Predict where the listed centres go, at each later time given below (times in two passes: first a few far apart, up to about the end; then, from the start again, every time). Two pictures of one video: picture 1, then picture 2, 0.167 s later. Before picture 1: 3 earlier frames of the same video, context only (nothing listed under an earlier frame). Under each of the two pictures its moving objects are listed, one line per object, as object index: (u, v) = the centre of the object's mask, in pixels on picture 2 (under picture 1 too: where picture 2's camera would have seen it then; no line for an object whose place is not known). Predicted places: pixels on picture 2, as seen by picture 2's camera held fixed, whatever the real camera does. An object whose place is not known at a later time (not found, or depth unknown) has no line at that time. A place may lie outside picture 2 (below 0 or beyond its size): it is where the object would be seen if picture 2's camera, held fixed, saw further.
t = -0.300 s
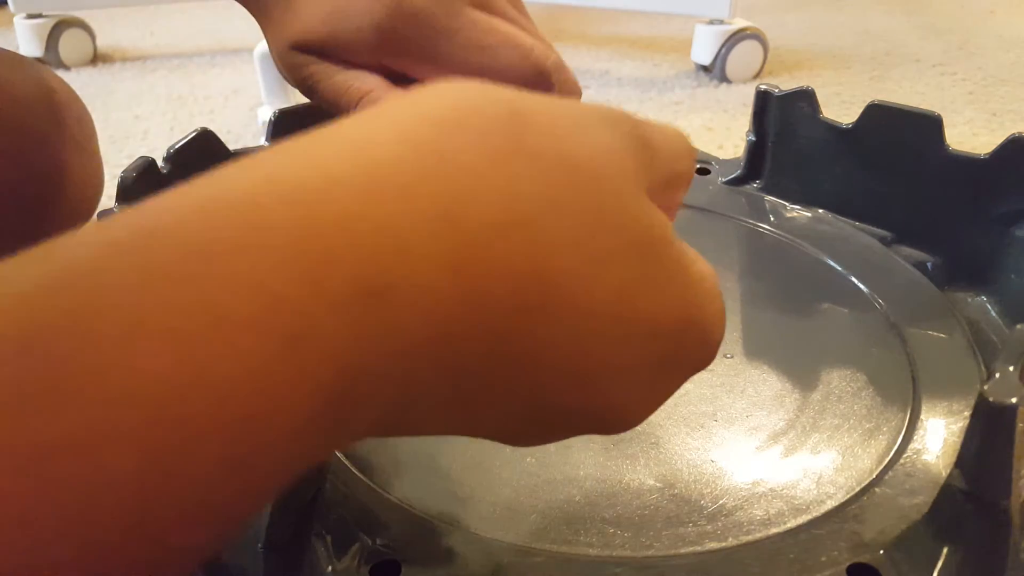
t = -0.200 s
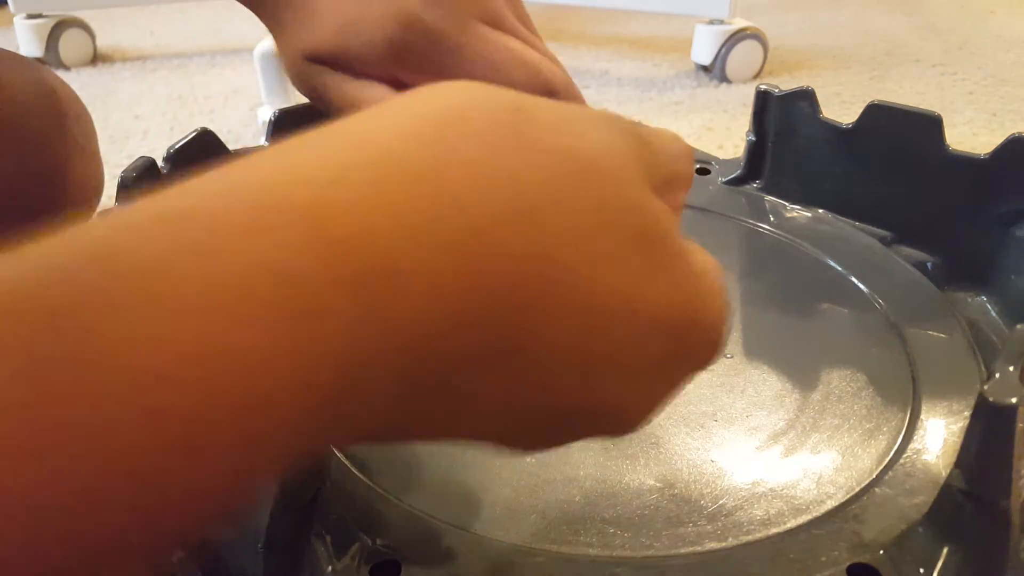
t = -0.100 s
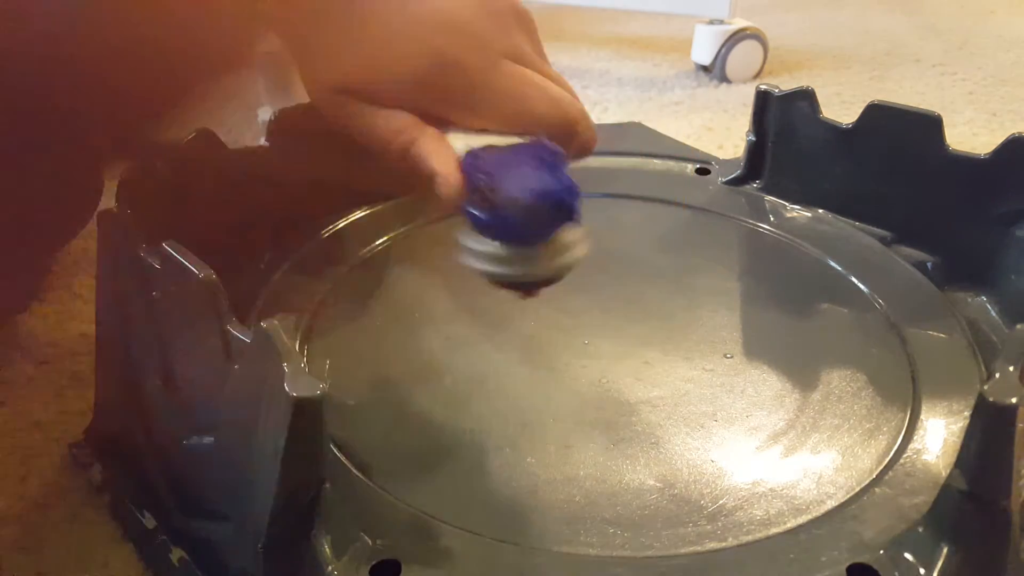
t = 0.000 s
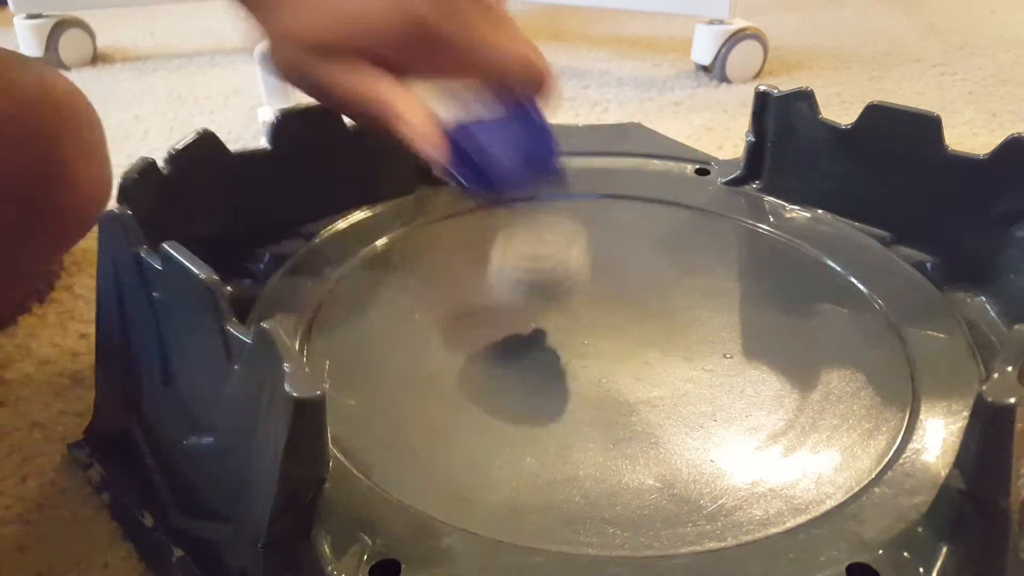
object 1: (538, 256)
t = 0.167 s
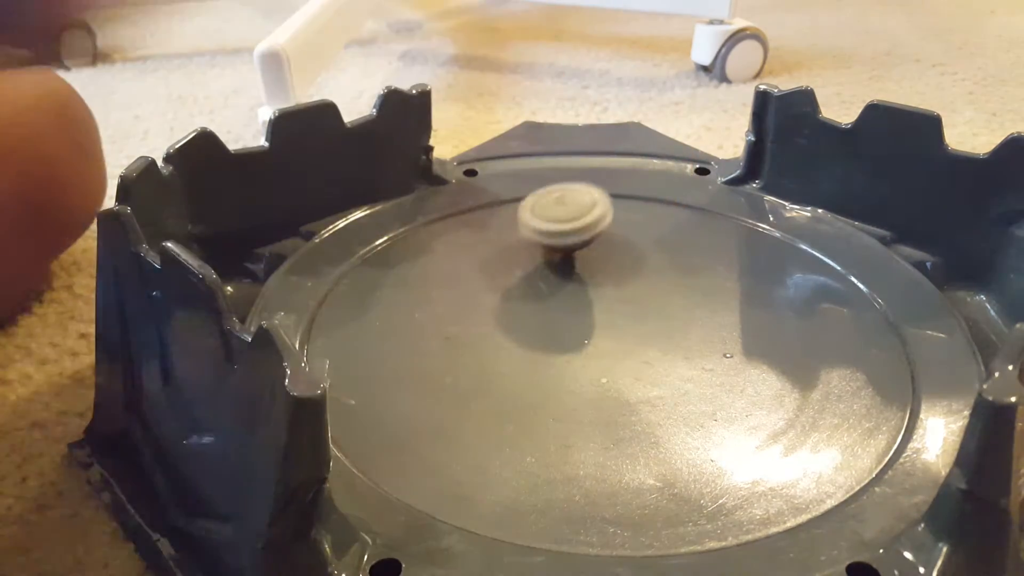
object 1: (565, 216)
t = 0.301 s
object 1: (558, 240)
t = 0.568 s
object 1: (610, 351)
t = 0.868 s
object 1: (808, 401)
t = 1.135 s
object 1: (839, 335)
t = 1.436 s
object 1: (645, 306)
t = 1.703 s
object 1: (505, 338)
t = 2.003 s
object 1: (418, 405)
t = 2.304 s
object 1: (517, 415)
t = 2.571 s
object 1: (542, 339)
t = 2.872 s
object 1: (514, 266)
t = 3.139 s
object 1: (464, 241)
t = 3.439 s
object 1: (455, 256)
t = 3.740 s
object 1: (559, 274)
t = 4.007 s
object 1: (639, 248)
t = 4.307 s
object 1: (654, 239)
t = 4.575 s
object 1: (651, 250)
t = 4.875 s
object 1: (651, 290)
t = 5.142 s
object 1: (678, 333)
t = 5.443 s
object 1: (688, 358)
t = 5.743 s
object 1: (659, 362)
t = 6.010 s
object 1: (582, 350)
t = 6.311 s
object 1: (507, 337)
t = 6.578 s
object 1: (488, 323)
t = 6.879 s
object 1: (498, 298)
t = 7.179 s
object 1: (519, 272)
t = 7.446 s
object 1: (543, 260)
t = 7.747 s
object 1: (576, 257)
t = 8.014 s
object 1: (614, 260)
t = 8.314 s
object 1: (638, 274)
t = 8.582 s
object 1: (657, 300)
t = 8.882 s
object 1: (672, 328)
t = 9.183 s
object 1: (660, 338)
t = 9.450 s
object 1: (625, 336)
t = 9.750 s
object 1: (564, 317)
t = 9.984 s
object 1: (511, 295)
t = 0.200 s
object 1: (567, 215)
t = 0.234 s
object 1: (567, 220)
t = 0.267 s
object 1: (564, 228)
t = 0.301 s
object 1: (558, 240)
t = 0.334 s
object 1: (554, 255)
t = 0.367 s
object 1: (552, 270)
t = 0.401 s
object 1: (554, 284)
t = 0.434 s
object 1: (559, 298)
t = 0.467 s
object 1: (568, 312)
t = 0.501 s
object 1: (581, 325)
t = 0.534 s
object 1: (594, 337)
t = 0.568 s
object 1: (610, 351)
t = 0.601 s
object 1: (626, 362)
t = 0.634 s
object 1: (644, 374)
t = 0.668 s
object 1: (665, 384)
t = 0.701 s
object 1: (688, 393)
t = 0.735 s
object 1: (714, 399)
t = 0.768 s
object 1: (739, 402)
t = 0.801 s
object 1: (762, 404)
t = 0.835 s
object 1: (787, 403)
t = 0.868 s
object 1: (808, 401)
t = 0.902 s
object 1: (827, 398)
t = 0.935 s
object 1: (843, 392)
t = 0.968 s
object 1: (853, 383)
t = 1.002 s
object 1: (859, 374)
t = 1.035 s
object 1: (861, 364)
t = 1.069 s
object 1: (858, 354)
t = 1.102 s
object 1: (851, 344)
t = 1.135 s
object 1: (839, 335)
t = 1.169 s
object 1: (825, 327)
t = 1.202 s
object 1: (808, 320)
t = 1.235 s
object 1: (788, 314)
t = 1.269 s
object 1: (765, 308)
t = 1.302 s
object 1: (741, 306)
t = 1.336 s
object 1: (717, 304)
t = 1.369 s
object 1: (693, 304)
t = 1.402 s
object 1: (667, 304)
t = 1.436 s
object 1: (645, 306)
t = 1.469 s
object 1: (624, 308)
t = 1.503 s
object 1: (606, 311)
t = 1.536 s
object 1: (586, 315)
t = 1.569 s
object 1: (570, 319)
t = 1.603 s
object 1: (552, 324)
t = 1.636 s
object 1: (536, 329)
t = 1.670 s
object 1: (521, 333)
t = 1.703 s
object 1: (505, 338)
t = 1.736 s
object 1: (490, 345)
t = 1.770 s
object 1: (474, 351)
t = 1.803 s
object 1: (461, 358)
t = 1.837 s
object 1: (449, 364)
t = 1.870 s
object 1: (439, 372)
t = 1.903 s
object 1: (430, 380)
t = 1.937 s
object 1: (423, 388)
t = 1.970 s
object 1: (419, 397)
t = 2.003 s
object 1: (418, 405)
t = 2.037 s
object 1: (420, 413)
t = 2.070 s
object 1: (425, 418)
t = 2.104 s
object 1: (434, 425)
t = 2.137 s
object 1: (444, 428)
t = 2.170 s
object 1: (457, 428)
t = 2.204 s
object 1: (471, 426)
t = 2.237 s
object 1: (486, 424)
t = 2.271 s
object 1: (503, 421)
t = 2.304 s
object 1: (517, 415)
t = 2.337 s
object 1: (530, 408)
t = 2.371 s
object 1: (540, 399)
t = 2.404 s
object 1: (546, 390)
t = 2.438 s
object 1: (548, 379)
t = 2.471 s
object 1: (549, 369)
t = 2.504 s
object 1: (546, 358)
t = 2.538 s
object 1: (543, 348)
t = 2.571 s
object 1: (542, 339)
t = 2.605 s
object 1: (540, 330)
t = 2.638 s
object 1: (538, 320)
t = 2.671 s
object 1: (538, 312)
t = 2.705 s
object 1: (536, 303)
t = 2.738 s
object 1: (534, 294)
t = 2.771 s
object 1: (530, 286)
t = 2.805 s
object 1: (526, 279)
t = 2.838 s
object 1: (520, 272)
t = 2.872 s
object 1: (514, 266)
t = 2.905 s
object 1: (507, 261)
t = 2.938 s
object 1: (501, 256)
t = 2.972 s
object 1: (494, 252)
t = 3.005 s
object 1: (488, 249)
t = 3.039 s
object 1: (481, 247)
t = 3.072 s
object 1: (475, 244)
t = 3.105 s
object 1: (470, 242)
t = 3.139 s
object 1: (464, 241)
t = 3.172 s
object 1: (458, 240)
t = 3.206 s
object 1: (453, 240)
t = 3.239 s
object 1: (449, 239)
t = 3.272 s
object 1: (447, 240)
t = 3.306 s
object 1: (445, 241)
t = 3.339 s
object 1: (445, 243)
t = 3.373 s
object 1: (446, 246)
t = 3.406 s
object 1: (450, 250)
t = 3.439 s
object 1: (455, 256)
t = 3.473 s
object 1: (463, 259)
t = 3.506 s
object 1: (472, 263)
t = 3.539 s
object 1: (483, 268)
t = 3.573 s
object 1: (494, 270)
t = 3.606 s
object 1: (506, 272)
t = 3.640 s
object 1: (518, 274)
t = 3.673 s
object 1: (532, 274)
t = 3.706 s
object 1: (545, 275)
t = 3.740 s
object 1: (559, 274)
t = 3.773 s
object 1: (572, 273)
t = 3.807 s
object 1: (584, 270)
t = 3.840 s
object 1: (597, 267)
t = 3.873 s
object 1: (608, 264)
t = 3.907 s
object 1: (618, 259)
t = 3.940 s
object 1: (626, 256)
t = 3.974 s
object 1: (633, 251)
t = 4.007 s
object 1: (639, 248)
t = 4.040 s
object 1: (645, 245)
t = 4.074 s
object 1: (649, 242)
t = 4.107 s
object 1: (652, 240)
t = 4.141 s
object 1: (653, 239)
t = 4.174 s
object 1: (654, 238)
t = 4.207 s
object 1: (654, 238)
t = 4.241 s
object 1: (654, 238)
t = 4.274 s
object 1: (654, 238)
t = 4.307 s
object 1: (654, 239)
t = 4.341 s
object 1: (653, 239)
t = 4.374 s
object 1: (653, 240)
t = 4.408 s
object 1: (653, 241)
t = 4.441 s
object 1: (653, 242)
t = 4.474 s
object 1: (653, 244)
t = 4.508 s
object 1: (652, 245)
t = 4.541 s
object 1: (652, 248)
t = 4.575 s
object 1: (651, 250)
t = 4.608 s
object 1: (651, 253)
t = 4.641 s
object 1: (650, 257)
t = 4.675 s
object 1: (650, 261)
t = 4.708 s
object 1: (650, 265)
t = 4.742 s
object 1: (650, 270)
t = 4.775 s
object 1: (649, 274)
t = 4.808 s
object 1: (649, 280)
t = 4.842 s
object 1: (650, 285)
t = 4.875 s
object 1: (651, 290)
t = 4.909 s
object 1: (652, 296)
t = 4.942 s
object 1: (654, 301)
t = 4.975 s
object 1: (655, 307)
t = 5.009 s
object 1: (658, 313)
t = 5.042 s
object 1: (663, 318)
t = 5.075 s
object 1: (668, 323)
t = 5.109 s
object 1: (673, 329)
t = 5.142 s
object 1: (678, 333)
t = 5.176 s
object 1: (683, 338)
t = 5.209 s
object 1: (686, 342)
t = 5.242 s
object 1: (688, 346)
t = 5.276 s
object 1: (689, 349)
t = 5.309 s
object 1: (690, 352)
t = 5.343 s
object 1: (691, 354)
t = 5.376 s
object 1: (690, 356)
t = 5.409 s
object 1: (690, 357)
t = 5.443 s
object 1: (688, 358)
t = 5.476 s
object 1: (687, 359)
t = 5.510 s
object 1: (685, 360)
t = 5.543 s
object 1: (683, 361)
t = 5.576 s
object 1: (681, 362)
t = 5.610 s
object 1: (678, 362)
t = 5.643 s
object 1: (674, 362)
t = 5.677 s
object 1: (670, 363)
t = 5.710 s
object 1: (665, 362)
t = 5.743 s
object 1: (659, 362)
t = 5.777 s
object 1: (654, 361)
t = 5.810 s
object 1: (646, 360)
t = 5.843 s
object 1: (637, 359)
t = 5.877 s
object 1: (627, 358)
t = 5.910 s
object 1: (616, 356)
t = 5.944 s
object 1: (605, 354)
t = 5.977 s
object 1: (593, 352)
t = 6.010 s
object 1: (582, 350)
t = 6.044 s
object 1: (571, 349)
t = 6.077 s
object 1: (560, 348)
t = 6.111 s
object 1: (551, 347)
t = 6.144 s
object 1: (542, 345)
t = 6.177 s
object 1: (534, 344)
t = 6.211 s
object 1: (526, 342)
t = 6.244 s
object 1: (520, 340)
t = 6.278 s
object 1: (513, 339)
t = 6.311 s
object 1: (507, 337)
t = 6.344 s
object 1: (502, 335)
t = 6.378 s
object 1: (498, 333)
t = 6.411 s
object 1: (495, 332)
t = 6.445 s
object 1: (493, 330)
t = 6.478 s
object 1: (490, 328)
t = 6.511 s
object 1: (489, 326)
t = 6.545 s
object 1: (489, 325)
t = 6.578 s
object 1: (488, 323)
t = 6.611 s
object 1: (488, 321)
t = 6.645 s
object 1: (488, 318)
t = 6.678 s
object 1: (489, 316)
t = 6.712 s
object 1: (490, 313)
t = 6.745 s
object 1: (492, 310)
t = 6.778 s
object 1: (493, 307)
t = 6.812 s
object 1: (494, 304)
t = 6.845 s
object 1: (496, 301)
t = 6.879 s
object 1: (498, 298)
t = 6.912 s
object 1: (500, 294)
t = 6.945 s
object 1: (502, 291)
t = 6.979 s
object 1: (505, 288)
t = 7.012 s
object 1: (507, 285)
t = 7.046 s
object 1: (509, 282)
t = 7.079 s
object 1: (511, 279)
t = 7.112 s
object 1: (514, 276)
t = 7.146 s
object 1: (516, 274)
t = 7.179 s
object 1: (519, 272)
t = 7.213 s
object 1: (522, 269)
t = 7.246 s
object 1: (524, 268)
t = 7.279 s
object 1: (527, 266)
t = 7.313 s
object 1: (530, 264)
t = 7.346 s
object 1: (533, 263)
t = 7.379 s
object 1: (537, 262)
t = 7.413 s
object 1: (539, 261)
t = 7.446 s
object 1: (543, 260)
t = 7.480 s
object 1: (547, 259)
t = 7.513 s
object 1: (551, 258)
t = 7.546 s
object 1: (554, 257)
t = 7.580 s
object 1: (557, 257)
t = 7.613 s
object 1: (560, 257)
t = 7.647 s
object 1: (563, 257)
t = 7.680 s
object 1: (567, 257)
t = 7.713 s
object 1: (571, 257)
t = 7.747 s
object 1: (576, 257)
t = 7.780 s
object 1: (581, 257)
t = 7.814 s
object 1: (586, 257)
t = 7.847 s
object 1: (592, 258)
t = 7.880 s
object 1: (597, 258)
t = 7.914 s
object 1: (601, 258)
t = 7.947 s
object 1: (605, 259)
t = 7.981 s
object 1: (610, 259)
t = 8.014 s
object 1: (614, 260)
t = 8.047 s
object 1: (617, 262)
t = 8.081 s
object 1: (620, 262)
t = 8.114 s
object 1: (623, 263)
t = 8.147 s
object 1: (627, 264)
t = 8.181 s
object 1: (629, 266)
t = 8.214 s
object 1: (631, 267)
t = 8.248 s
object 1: (634, 269)
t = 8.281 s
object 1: (636, 271)
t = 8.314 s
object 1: (638, 274)
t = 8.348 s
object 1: (641, 276)
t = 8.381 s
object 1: (643, 279)
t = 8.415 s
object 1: (645, 282)
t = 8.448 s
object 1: (648, 286)
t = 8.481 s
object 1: (650, 290)
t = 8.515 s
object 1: (653, 293)
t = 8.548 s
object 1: (655, 297)
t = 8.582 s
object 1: (657, 300)
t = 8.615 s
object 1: (658, 304)
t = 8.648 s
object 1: (660, 307)
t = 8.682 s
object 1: (661, 310)
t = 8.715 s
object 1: (664, 314)
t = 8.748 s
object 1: (666, 317)
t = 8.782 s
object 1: (668, 321)
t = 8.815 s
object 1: (670, 323)
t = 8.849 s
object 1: (671, 326)
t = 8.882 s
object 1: (672, 328)
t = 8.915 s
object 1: (672, 330)
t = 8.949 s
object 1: (672, 331)
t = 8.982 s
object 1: (672, 333)
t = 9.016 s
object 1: (671, 334)
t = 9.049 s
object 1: (670, 335)
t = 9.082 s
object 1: (668, 336)
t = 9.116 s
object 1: (665, 337)
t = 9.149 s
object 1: (663, 338)
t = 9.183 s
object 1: (660, 338)
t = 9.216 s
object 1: (657, 339)
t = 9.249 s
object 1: (653, 339)
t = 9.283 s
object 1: (650, 339)
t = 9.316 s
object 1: (646, 339)
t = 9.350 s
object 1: (641, 338)
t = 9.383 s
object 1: (637, 338)
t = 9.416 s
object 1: (632, 337)
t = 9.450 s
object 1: (625, 336)
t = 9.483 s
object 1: (618, 334)
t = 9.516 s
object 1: (611, 333)
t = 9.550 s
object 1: (604, 332)
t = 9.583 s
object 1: (603, 331)
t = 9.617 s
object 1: (598, 328)
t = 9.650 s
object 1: (590, 325)
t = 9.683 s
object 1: (581, 323)
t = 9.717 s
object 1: (572, 320)
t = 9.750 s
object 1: (564, 317)
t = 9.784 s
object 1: (556, 314)
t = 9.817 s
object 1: (548, 311)
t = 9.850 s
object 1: (541, 308)
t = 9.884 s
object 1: (533, 304)
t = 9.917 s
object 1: (526, 301)
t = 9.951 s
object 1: (518, 298)
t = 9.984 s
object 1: (511, 295)
